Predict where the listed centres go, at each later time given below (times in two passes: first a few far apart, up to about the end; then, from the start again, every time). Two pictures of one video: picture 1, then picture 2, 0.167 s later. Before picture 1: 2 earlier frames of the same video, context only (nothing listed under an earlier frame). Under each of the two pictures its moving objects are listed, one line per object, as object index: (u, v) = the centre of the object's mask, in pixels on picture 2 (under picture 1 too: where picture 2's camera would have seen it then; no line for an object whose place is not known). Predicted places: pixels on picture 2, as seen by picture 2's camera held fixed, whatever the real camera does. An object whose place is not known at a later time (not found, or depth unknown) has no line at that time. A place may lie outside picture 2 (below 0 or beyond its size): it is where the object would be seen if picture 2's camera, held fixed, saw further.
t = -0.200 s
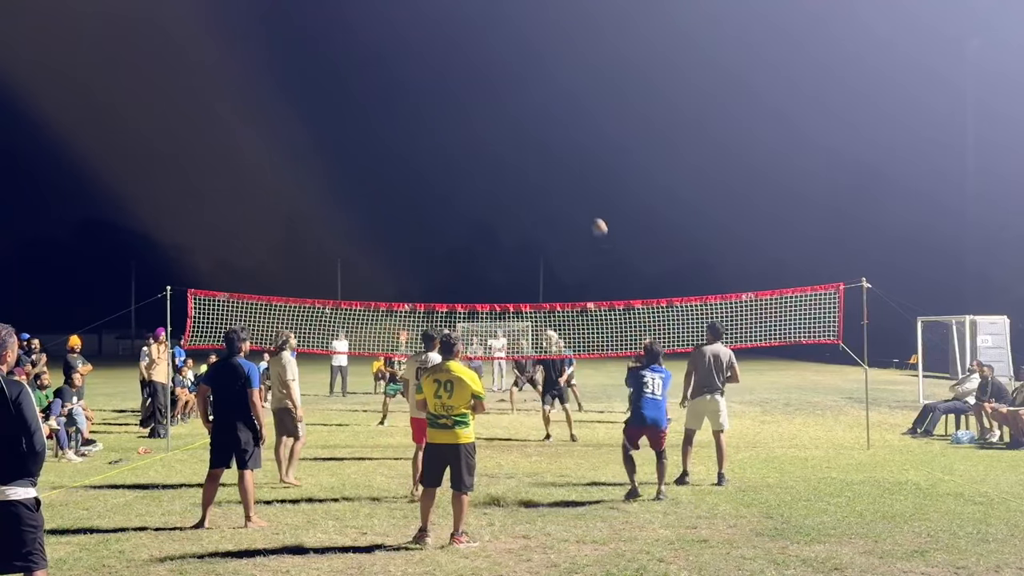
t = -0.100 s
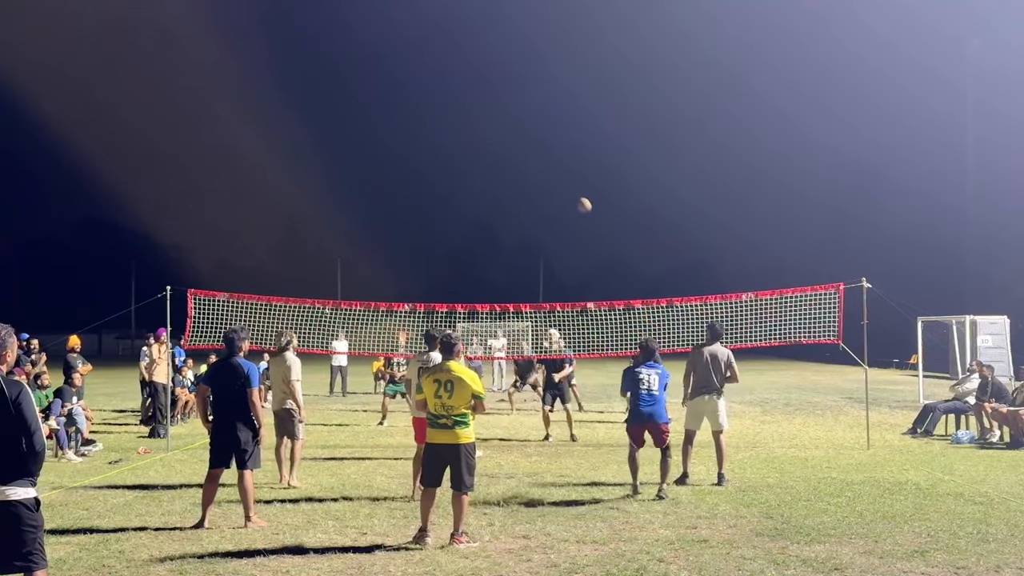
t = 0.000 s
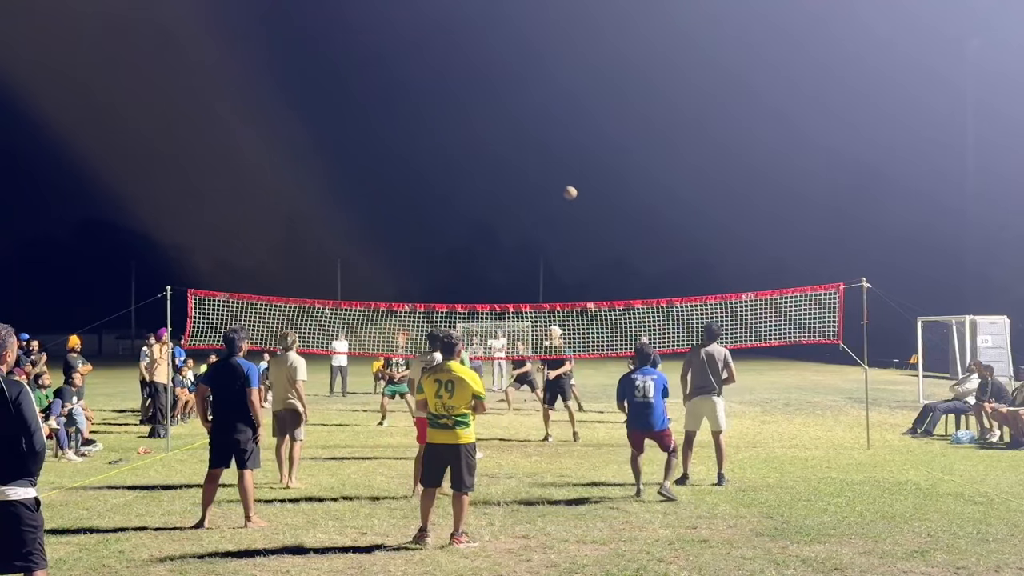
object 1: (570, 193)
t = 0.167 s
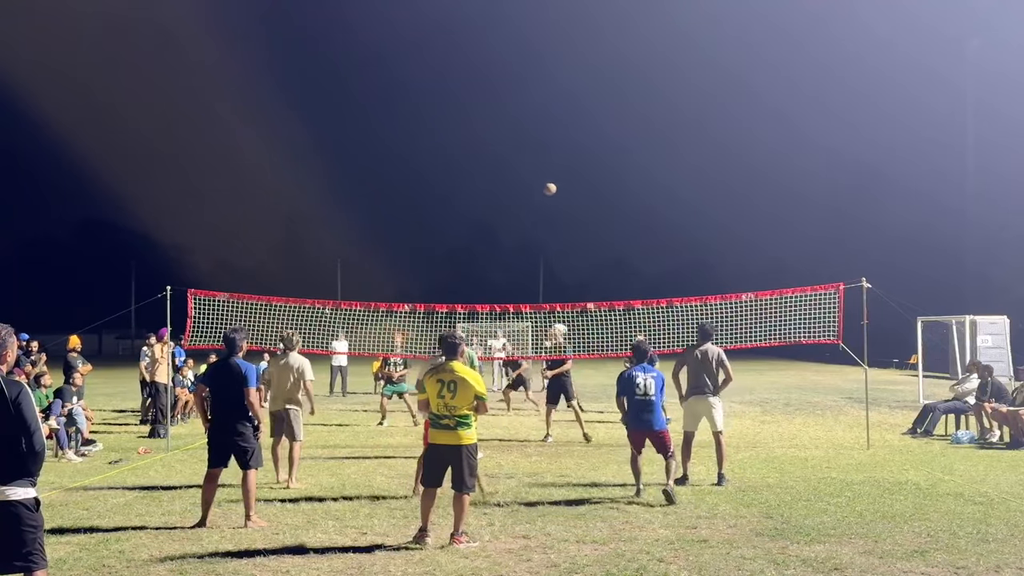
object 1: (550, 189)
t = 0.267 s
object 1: (540, 196)
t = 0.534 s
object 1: (517, 238)
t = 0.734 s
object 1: (503, 290)
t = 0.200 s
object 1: (546, 191)
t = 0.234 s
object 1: (543, 193)
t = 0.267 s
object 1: (540, 196)
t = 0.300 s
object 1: (537, 199)
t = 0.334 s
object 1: (534, 203)
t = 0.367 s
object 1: (531, 208)
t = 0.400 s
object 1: (528, 213)
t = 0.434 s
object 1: (525, 219)
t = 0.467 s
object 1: (522, 225)
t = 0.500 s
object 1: (519, 231)
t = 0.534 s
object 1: (517, 238)
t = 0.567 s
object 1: (515, 246)
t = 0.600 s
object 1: (513, 254)
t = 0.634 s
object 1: (510, 262)
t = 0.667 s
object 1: (508, 271)
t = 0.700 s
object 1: (506, 280)
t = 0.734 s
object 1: (503, 290)
